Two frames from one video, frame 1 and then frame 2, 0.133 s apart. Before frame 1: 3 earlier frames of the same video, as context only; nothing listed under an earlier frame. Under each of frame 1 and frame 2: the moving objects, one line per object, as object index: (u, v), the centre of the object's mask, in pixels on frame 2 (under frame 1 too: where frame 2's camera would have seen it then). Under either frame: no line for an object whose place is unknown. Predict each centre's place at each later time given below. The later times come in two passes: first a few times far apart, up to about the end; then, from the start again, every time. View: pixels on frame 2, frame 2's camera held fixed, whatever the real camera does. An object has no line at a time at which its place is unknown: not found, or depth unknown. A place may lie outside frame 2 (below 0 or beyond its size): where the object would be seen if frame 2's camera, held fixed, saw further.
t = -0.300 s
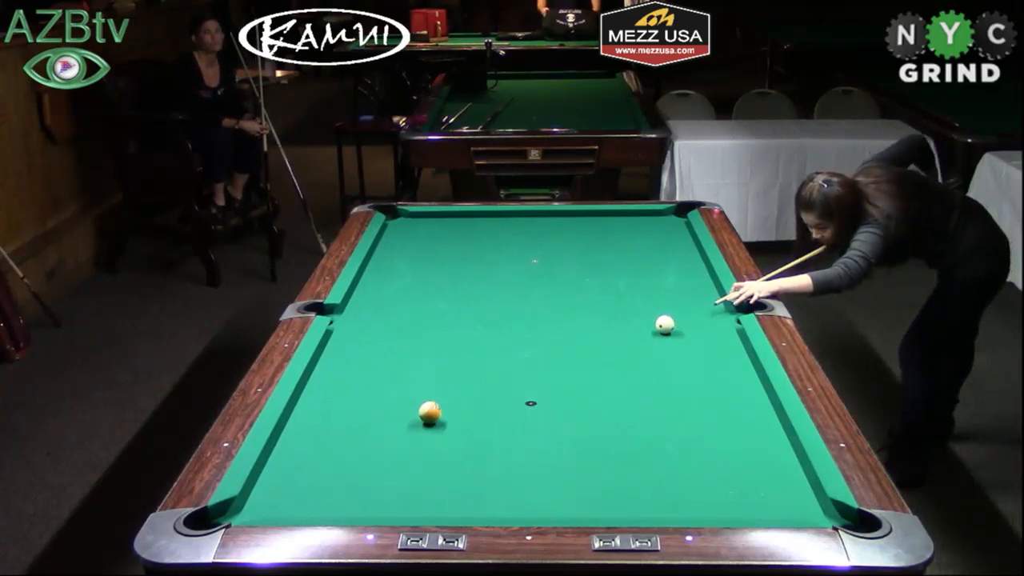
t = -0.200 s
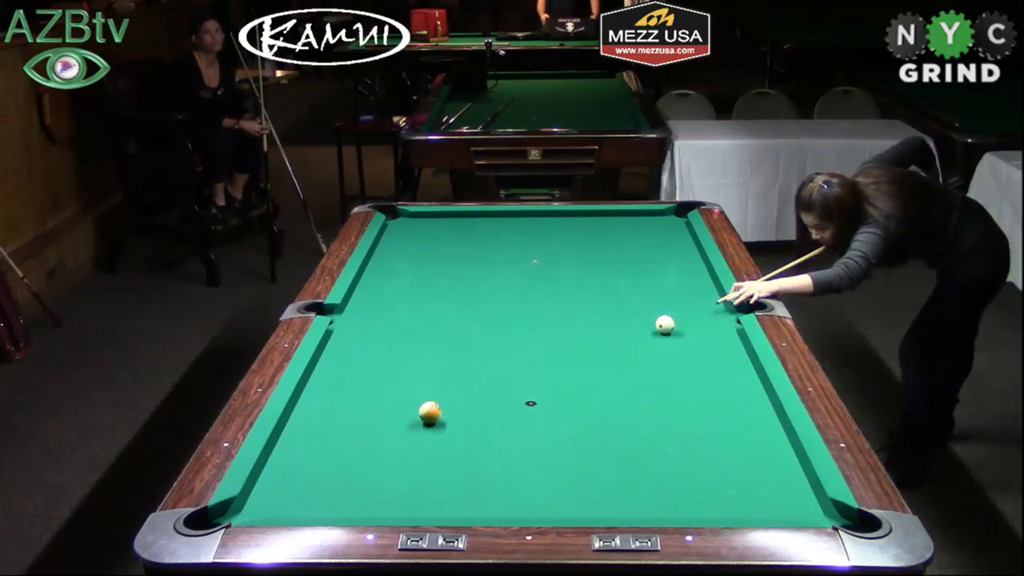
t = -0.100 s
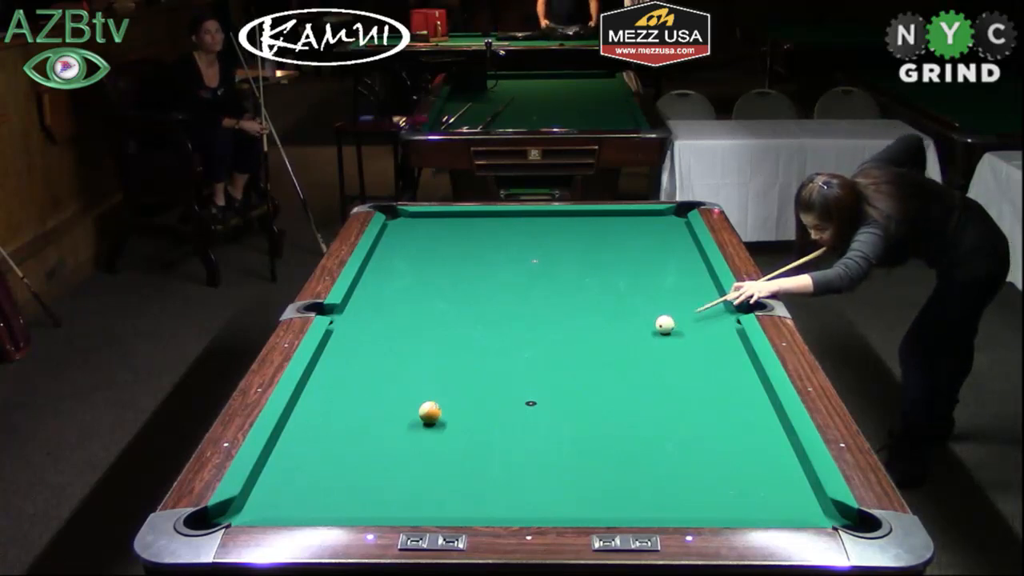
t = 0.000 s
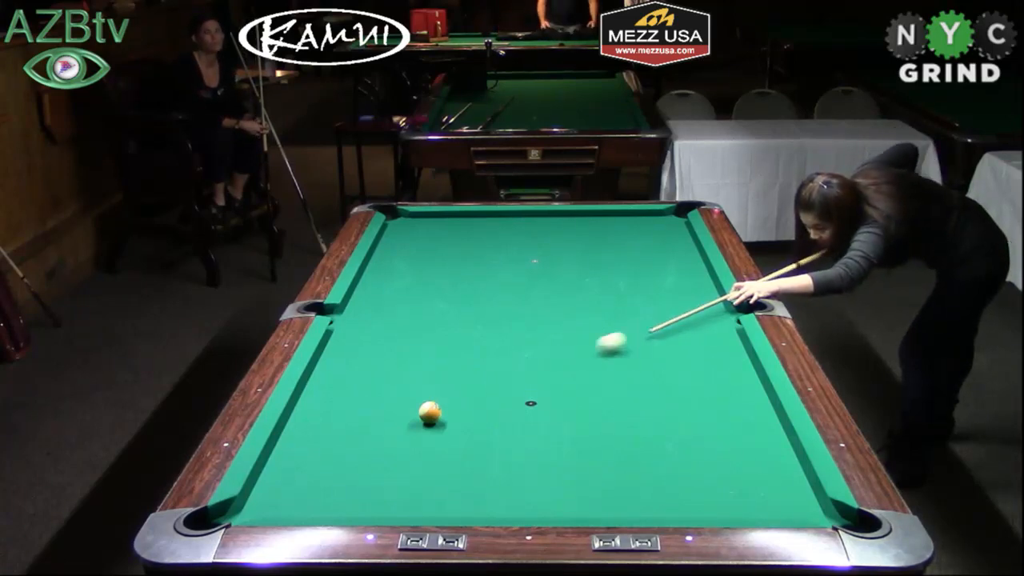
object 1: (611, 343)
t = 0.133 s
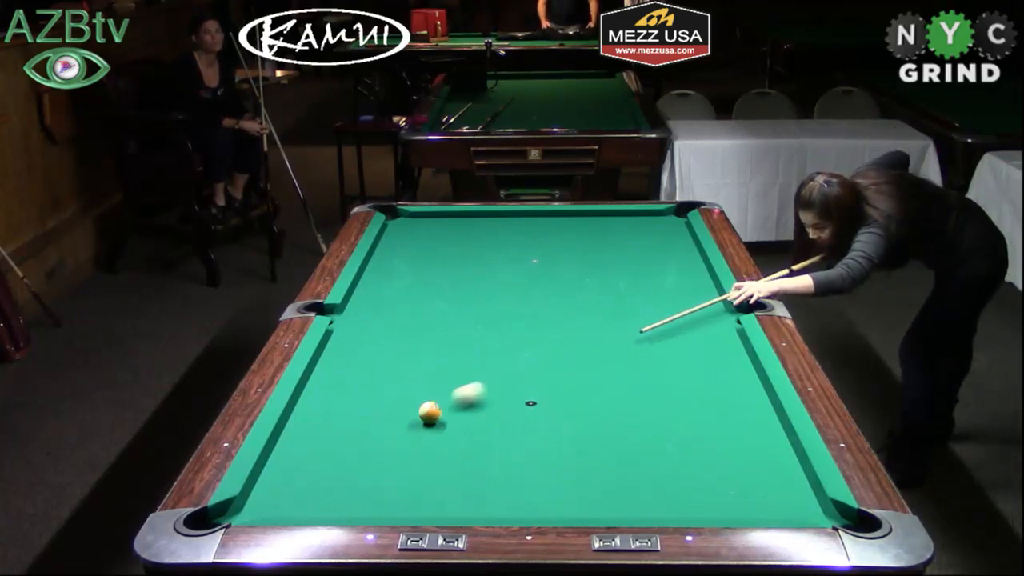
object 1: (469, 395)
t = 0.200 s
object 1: (428, 402)
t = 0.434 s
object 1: (366, 391)
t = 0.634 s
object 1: (319, 383)
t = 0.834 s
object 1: (335, 373)
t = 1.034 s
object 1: (362, 363)
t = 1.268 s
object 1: (392, 353)
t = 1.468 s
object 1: (416, 345)
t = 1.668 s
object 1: (438, 337)
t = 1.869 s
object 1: (458, 330)
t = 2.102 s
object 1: (481, 323)
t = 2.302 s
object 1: (498, 317)
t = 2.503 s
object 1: (515, 311)
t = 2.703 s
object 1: (531, 306)
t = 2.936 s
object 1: (548, 300)
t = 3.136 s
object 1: (561, 296)
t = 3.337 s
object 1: (574, 292)
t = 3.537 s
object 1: (586, 288)
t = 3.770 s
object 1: (599, 284)
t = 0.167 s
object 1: (439, 403)
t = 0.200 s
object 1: (428, 402)
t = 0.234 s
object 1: (417, 400)
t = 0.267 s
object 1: (407, 398)
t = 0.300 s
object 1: (398, 397)
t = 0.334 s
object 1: (390, 396)
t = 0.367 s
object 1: (382, 394)
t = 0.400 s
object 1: (373, 392)
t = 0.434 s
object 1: (366, 391)
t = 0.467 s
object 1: (358, 390)
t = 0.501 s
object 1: (350, 388)
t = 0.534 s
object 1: (342, 387)
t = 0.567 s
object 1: (335, 385)
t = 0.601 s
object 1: (327, 384)
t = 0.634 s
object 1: (319, 383)
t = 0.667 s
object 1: (312, 381)
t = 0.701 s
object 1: (313, 379)
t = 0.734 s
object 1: (320, 378)
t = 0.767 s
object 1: (325, 376)
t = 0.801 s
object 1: (330, 374)
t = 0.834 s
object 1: (335, 373)
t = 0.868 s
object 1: (340, 371)
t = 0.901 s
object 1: (344, 370)
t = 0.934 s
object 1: (349, 368)
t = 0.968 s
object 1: (353, 366)
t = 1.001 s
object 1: (358, 365)
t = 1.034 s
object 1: (362, 363)
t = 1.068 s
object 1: (367, 362)
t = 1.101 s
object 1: (371, 360)
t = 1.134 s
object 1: (375, 359)
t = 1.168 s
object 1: (380, 357)
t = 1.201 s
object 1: (384, 356)
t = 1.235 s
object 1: (388, 354)
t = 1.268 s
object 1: (392, 353)
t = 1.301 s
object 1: (396, 352)
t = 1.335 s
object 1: (400, 350)
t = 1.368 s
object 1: (404, 349)
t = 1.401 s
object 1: (408, 347)
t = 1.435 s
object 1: (411, 346)
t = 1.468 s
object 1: (416, 345)
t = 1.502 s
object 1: (420, 344)
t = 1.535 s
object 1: (423, 342)
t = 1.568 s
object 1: (427, 341)
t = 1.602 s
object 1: (431, 340)
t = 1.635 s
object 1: (435, 339)
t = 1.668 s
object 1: (438, 337)
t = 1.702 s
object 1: (441, 336)
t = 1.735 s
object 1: (445, 335)
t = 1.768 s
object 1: (448, 334)
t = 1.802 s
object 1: (452, 333)
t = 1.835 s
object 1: (455, 332)
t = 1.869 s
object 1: (458, 330)
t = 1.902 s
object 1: (462, 329)
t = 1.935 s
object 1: (465, 328)
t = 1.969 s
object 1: (468, 327)
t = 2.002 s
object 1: (471, 326)
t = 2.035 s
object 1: (475, 325)
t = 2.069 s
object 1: (478, 324)
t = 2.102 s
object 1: (481, 323)
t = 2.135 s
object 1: (484, 322)
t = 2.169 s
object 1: (487, 321)
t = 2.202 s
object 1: (490, 320)
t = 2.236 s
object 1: (493, 319)
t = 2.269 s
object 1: (496, 318)
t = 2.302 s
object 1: (498, 317)
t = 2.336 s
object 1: (501, 316)
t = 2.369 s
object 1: (504, 315)
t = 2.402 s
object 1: (507, 314)
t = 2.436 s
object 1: (510, 313)
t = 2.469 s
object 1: (512, 312)
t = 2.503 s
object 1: (515, 311)
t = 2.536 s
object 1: (518, 310)
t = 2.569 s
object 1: (520, 310)
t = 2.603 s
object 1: (523, 308)
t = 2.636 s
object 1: (526, 308)
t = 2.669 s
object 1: (528, 306)
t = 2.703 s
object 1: (531, 306)
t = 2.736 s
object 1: (534, 305)
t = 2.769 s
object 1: (536, 304)
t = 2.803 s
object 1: (538, 304)
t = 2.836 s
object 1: (541, 303)
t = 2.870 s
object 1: (543, 302)
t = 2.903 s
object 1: (546, 301)
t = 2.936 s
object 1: (548, 300)
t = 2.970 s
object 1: (550, 299)
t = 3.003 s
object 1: (552, 299)
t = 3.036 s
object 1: (555, 298)
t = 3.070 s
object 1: (557, 297)
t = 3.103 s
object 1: (559, 297)
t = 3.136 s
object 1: (561, 296)
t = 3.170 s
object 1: (564, 295)
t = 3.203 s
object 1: (565, 294)
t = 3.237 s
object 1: (568, 294)
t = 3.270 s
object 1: (570, 293)
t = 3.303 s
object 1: (572, 293)
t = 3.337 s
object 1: (574, 292)
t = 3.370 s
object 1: (576, 291)
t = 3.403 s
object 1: (578, 291)
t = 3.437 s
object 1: (580, 290)
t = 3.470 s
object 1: (582, 290)
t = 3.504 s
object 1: (584, 289)
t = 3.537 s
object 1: (586, 288)
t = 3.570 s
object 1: (588, 287)
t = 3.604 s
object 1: (589, 287)
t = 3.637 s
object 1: (591, 286)
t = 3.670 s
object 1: (593, 286)
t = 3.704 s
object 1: (595, 285)
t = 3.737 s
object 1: (597, 285)
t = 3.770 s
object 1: (599, 284)
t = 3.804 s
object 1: (600, 283)
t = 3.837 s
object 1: (602, 283)
